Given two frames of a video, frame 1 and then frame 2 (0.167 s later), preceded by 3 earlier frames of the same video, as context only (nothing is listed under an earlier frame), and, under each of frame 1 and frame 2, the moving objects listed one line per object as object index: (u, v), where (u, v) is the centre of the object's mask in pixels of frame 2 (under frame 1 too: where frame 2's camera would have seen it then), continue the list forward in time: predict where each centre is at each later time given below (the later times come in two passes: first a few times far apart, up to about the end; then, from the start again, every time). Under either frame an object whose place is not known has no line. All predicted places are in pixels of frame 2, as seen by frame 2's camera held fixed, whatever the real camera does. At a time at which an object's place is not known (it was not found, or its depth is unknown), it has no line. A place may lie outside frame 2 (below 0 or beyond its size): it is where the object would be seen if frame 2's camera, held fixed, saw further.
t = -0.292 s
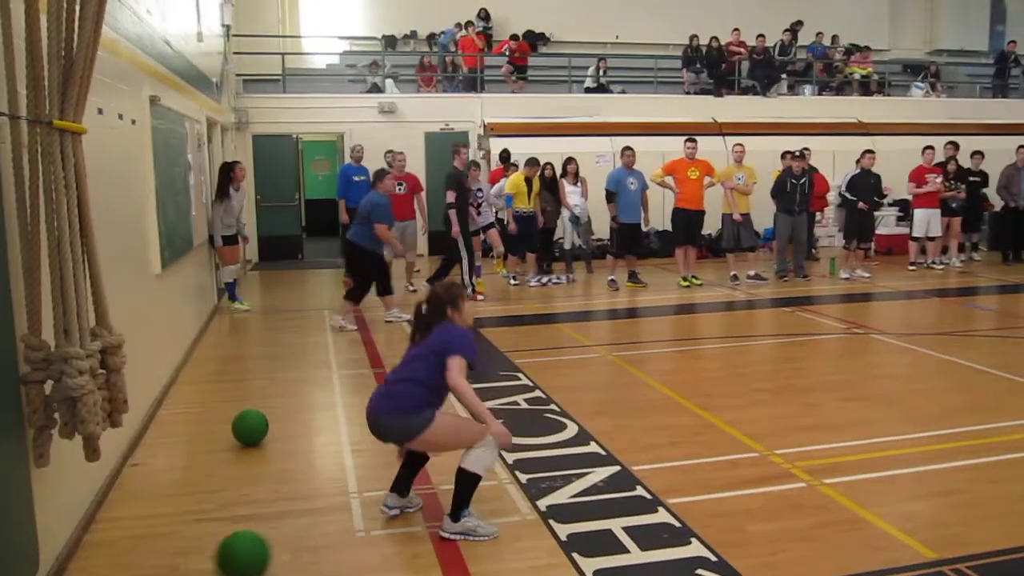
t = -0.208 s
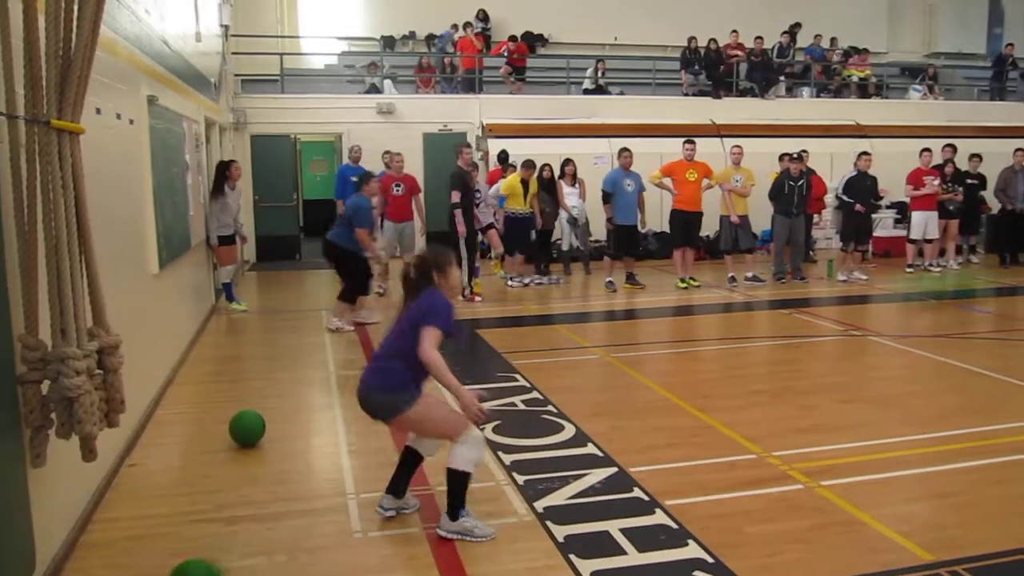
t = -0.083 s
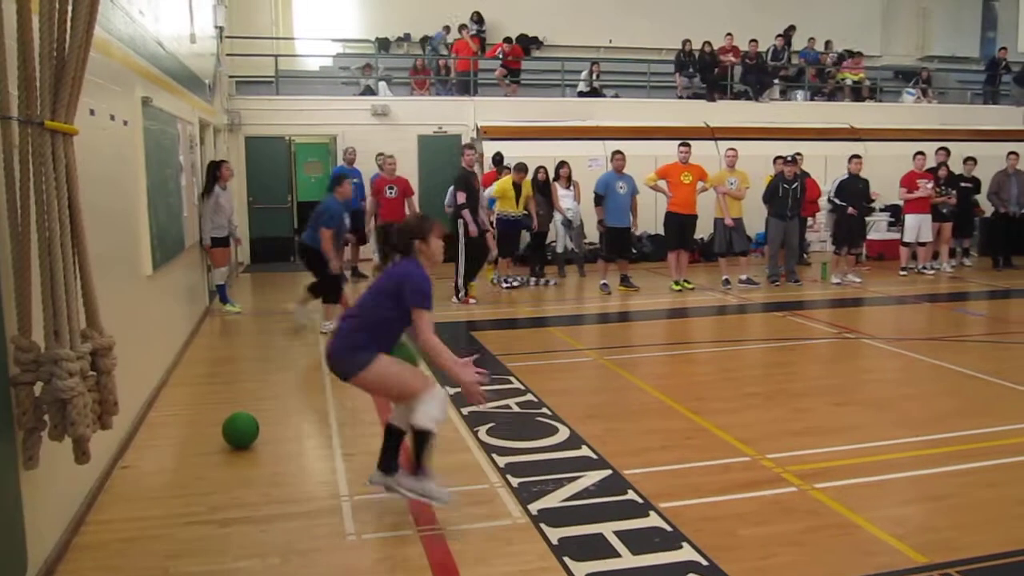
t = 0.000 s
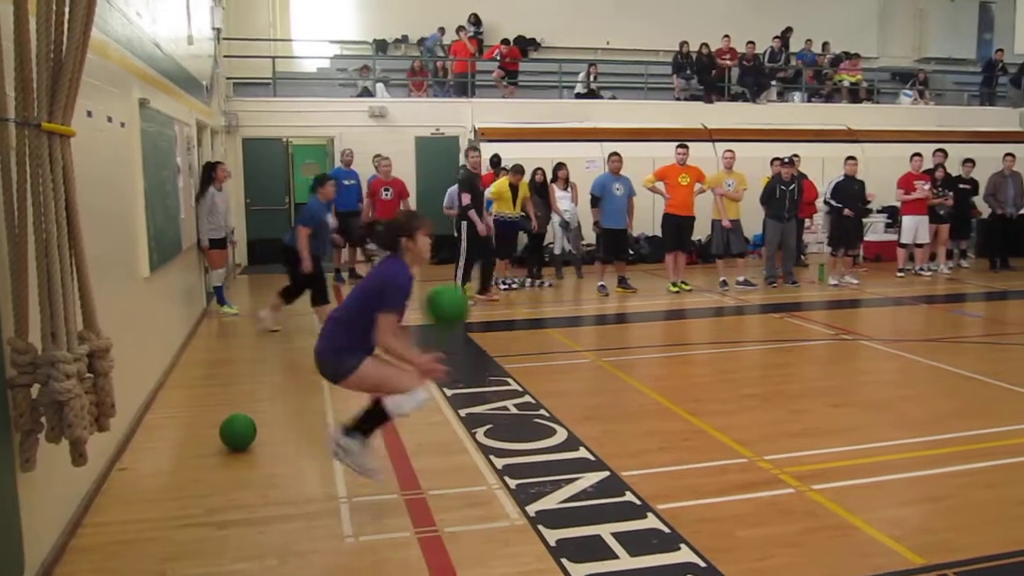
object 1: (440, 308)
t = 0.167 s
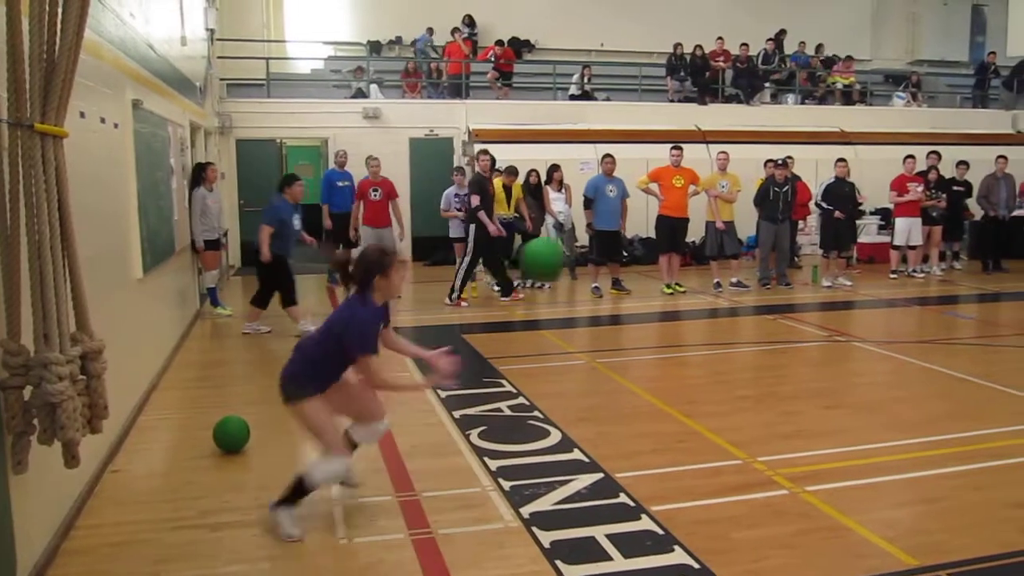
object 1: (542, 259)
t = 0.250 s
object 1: (592, 256)
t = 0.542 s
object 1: (745, 349)
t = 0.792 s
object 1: (824, 427)
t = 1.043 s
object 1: (831, 390)
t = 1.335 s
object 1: (835, 439)
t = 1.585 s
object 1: (846, 436)
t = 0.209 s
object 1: (568, 257)
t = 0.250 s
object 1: (592, 256)
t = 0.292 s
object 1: (615, 259)
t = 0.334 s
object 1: (638, 266)
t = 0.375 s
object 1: (661, 277)
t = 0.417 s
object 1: (683, 290)
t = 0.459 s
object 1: (704, 308)
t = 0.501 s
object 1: (725, 326)
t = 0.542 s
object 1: (745, 349)
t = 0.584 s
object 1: (765, 374)
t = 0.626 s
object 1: (784, 400)
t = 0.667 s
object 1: (802, 428)
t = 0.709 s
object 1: (820, 460)
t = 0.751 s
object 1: (822, 444)
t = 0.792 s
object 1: (824, 427)
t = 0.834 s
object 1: (825, 413)
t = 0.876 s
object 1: (826, 403)
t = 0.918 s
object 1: (828, 394)
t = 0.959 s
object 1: (829, 390)
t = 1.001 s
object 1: (830, 388)
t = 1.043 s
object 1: (831, 390)
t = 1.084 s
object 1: (831, 394)
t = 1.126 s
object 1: (832, 402)
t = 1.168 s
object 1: (832, 412)
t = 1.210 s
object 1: (832, 425)
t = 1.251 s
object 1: (832, 442)
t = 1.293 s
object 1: (833, 449)
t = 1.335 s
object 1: (835, 439)
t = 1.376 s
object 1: (838, 431)
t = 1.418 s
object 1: (840, 426)
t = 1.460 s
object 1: (841, 424)
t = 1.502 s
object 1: (843, 425)
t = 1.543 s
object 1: (845, 430)
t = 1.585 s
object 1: (846, 436)
